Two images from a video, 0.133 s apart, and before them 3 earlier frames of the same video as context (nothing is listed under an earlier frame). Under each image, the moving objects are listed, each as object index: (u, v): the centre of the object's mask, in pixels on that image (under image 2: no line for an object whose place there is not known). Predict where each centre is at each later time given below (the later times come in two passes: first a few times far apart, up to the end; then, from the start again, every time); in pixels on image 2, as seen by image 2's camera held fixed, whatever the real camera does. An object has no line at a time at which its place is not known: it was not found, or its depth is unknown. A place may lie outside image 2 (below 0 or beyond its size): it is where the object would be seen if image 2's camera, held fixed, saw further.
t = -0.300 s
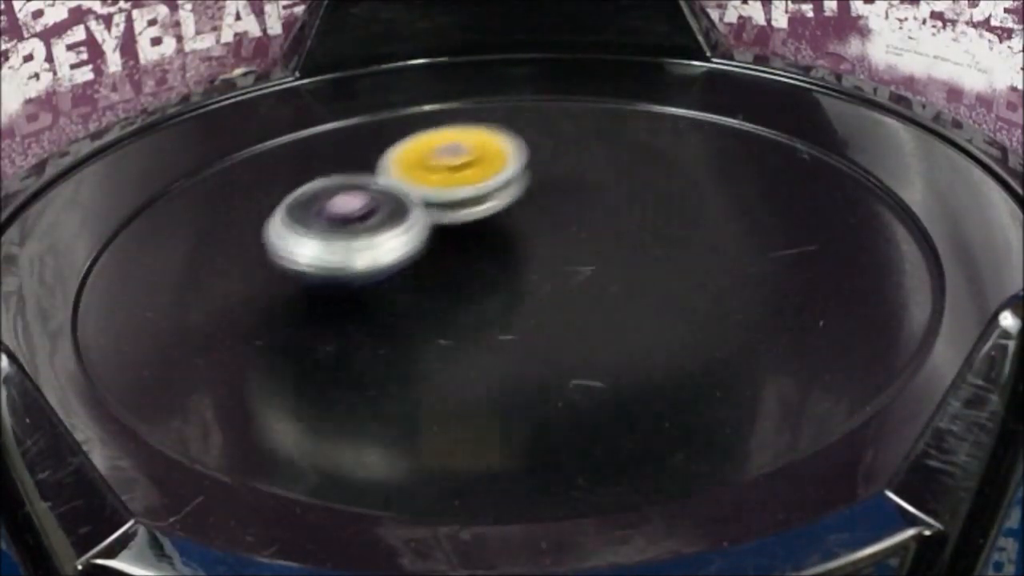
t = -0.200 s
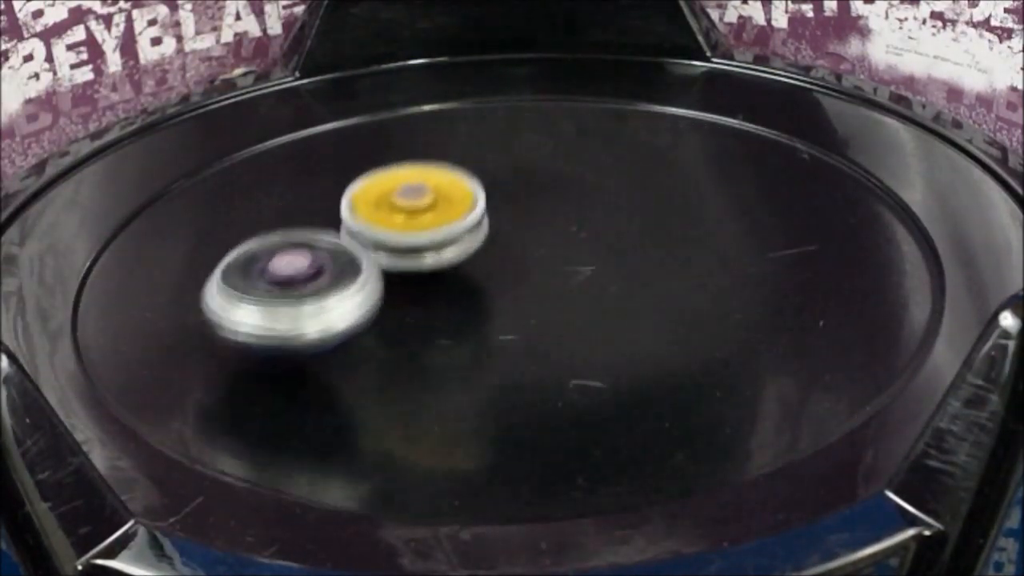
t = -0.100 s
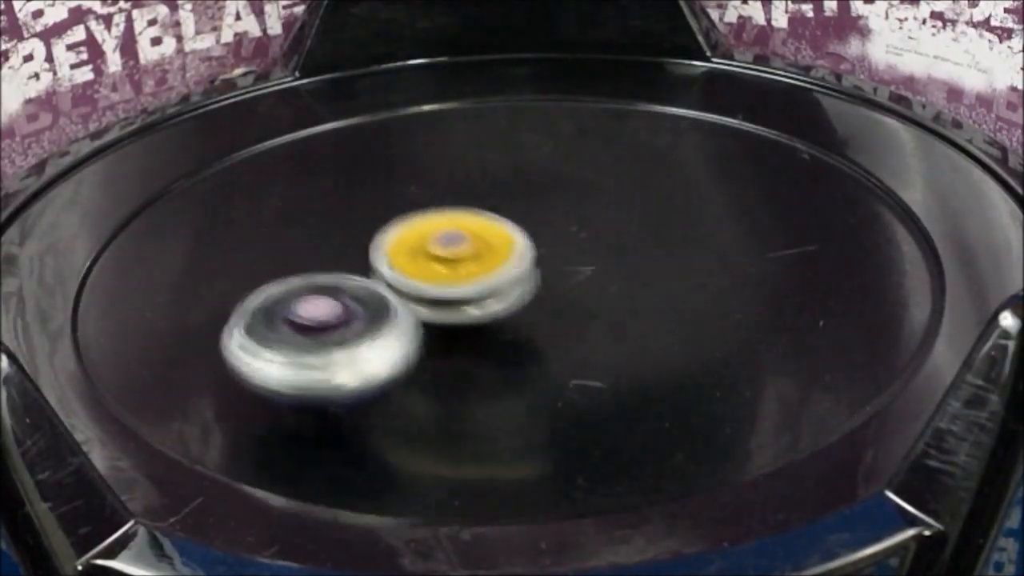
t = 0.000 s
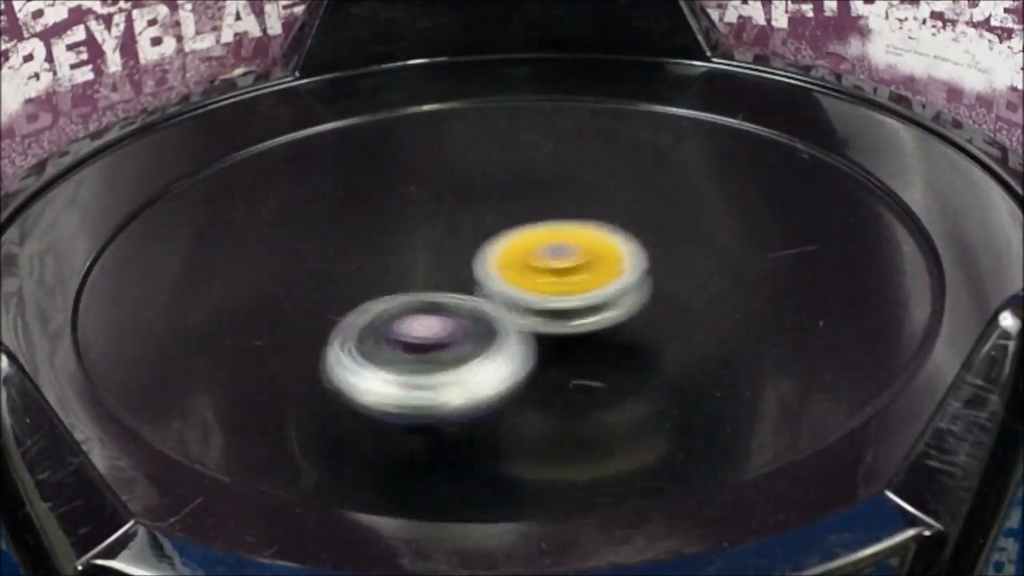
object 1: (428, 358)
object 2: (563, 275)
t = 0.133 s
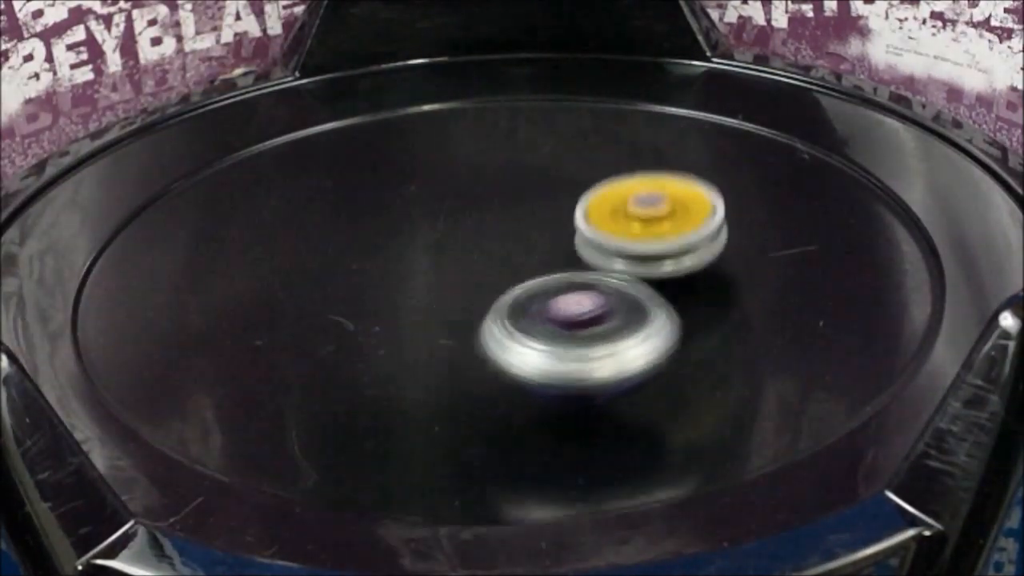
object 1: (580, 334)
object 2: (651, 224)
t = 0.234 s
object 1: (648, 293)
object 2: (622, 182)
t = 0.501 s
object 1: (590, 196)
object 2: (441, 247)
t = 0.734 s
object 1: (402, 202)
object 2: (648, 292)
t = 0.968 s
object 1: (352, 290)
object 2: (636, 197)
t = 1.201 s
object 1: (561, 317)
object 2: (434, 262)
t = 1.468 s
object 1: (892, 218)
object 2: (322, 362)
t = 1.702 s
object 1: (716, 174)
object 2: (612, 352)
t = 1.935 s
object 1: (457, 165)
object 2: (514, 251)
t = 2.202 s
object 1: (300, 210)
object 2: (370, 319)
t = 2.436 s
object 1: (312, 267)
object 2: (669, 344)
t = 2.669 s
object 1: (389, 228)
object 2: (743, 189)
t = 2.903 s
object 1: (521, 242)
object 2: (447, 171)
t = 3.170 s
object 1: (487, 204)
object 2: (397, 334)
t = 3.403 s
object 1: (384, 217)
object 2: (665, 309)
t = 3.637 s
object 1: (479, 278)
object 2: (588, 211)
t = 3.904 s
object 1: (635, 236)
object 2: (351, 250)
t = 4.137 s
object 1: (559, 177)
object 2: (448, 335)
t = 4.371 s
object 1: (419, 227)
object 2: (601, 267)
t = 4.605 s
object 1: (490, 305)
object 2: (468, 207)
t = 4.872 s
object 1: (668, 266)
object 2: (373, 282)
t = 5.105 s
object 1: (576, 202)
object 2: (530, 295)
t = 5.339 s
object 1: (445, 153)
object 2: (591, 290)
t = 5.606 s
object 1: (351, 246)
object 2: (519, 261)
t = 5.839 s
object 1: (267, 299)
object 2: (553, 247)
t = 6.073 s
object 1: (421, 352)
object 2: (550, 226)
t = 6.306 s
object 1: (472, 404)
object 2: (453, 137)
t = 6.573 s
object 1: (594, 305)
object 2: (355, 223)
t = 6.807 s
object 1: (785, 231)
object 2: (304, 255)
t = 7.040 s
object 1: (705, 207)
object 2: (433, 310)
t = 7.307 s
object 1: (489, 176)
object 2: (545, 262)
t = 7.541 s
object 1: (357, 188)
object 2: (556, 251)
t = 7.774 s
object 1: (397, 255)
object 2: (565, 246)
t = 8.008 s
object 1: (172, 269)
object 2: (764, 142)
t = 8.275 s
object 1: (407, 308)
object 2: (630, 115)
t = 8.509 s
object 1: (549, 274)
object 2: (475, 202)
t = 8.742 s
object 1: (664, 303)
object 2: (377, 269)
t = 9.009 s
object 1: (624, 246)
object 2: (494, 332)
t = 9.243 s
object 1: (536, 195)
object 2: (601, 327)
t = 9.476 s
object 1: (448, 234)
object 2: (605, 286)
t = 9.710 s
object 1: (202, 169)
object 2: (798, 247)
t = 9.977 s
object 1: (258, 238)
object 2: (668, 197)
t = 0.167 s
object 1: (606, 322)
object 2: (650, 208)
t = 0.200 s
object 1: (631, 306)
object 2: (640, 194)
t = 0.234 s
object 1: (648, 293)
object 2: (622, 182)
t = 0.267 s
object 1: (660, 278)
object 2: (597, 175)
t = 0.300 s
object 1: (665, 264)
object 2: (569, 171)
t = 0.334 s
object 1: (665, 249)
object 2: (537, 174)
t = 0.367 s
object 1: (659, 236)
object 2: (505, 181)
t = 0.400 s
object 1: (648, 224)
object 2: (477, 193)
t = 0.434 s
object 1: (632, 212)
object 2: (456, 210)
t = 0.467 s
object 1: (613, 203)
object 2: (444, 228)
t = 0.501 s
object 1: (590, 196)
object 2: (441, 247)
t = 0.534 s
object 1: (566, 189)
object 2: (447, 267)
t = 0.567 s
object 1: (538, 185)
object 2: (466, 284)
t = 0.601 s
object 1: (510, 185)
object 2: (496, 297)
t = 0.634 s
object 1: (481, 186)
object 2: (534, 305)
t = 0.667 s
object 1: (454, 189)
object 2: (575, 306)
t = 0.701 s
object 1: (427, 195)
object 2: (613, 301)
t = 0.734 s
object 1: (402, 202)
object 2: (648, 292)
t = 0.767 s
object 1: (380, 212)
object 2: (675, 278)
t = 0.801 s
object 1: (363, 222)
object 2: (694, 262)
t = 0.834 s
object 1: (348, 236)
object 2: (702, 245)
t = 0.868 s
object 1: (340, 249)
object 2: (699, 229)
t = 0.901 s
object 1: (337, 264)
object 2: (686, 215)
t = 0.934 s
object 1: (341, 278)
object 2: (664, 204)
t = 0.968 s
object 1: (352, 290)
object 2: (636, 197)
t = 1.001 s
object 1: (371, 303)
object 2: (604, 195)
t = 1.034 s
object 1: (396, 313)
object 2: (569, 197)
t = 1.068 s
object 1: (425, 321)
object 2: (535, 203)
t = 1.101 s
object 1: (459, 326)
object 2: (503, 214)
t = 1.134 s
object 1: (492, 328)
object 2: (475, 226)
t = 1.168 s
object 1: (529, 324)
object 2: (450, 242)
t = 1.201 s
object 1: (561, 317)
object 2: (434, 262)
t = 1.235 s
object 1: (591, 309)
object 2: (434, 283)
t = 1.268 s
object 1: (640, 298)
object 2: (414, 293)
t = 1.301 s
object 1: (717, 287)
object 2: (359, 291)
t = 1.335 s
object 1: (784, 273)
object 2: (321, 295)
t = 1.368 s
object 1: (833, 258)
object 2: (300, 306)
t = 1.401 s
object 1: (868, 244)
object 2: (294, 324)
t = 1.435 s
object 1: (887, 229)
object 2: (302, 344)
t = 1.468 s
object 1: (892, 218)
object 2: (322, 362)
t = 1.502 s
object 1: (887, 207)
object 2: (355, 377)
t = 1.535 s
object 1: (872, 197)
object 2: (396, 388)
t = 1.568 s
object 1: (850, 189)
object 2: (444, 393)
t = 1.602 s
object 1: (821, 183)
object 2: (495, 391)
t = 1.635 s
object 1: (789, 180)
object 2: (542, 383)
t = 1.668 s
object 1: (754, 176)
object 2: (583, 369)
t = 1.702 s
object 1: (716, 174)
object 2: (612, 352)
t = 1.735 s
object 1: (677, 173)
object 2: (628, 332)
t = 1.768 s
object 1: (639, 173)
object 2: (632, 312)
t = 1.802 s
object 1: (600, 174)
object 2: (622, 292)
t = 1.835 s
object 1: (563, 175)
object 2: (603, 275)
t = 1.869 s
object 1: (528, 176)
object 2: (577, 261)
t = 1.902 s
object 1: (492, 170)
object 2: (548, 257)
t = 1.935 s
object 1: (457, 165)
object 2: (514, 251)
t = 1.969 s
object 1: (426, 163)
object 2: (479, 249)
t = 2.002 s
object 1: (398, 162)
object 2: (446, 253)
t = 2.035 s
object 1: (370, 161)
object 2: (416, 262)
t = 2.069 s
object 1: (349, 165)
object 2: (392, 271)
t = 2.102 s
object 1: (331, 171)
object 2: (375, 283)
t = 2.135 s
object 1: (316, 183)
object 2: (365, 295)
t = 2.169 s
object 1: (306, 195)
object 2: (364, 307)
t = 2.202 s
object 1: (300, 210)
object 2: (370, 319)
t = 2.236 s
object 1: (299, 227)
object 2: (385, 330)
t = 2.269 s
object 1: (302, 242)
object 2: (407, 338)
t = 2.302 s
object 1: (310, 257)
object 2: (433, 343)
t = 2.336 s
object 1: (323, 272)
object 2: (462, 345)
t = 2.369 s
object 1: (339, 285)
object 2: (498, 343)
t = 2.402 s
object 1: (328, 276)
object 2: (586, 349)
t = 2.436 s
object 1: (312, 267)
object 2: (669, 344)
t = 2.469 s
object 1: (304, 255)
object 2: (727, 326)
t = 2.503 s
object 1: (305, 246)
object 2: (762, 303)
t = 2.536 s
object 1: (313, 237)
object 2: (782, 278)
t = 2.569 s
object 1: (326, 231)
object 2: (790, 253)
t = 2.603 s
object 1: (344, 228)
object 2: (784, 229)
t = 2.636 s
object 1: (364, 228)
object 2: (768, 207)
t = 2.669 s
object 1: (389, 228)
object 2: (743, 189)
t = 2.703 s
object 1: (413, 229)
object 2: (711, 174)
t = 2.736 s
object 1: (437, 233)
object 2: (673, 163)
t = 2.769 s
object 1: (460, 237)
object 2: (631, 156)
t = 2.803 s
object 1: (481, 239)
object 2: (586, 153)
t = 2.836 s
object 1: (499, 242)
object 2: (541, 154)
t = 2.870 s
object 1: (512, 243)
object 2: (494, 160)
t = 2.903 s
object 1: (521, 242)
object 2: (447, 171)
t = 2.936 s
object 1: (527, 240)
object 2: (407, 188)
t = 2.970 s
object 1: (529, 237)
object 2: (378, 208)
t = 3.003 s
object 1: (528, 233)
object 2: (355, 229)
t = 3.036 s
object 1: (525, 228)
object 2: (340, 252)
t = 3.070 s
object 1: (519, 222)
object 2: (337, 275)
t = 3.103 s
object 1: (510, 215)
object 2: (345, 297)
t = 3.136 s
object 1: (499, 209)
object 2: (366, 317)
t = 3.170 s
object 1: (487, 204)
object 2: (397, 334)
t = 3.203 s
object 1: (473, 200)
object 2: (436, 345)
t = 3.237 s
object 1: (456, 197)
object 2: (481, 352)
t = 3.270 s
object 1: (440, 196)
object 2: (527, 352)
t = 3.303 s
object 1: (423, 197)
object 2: (571, 348)
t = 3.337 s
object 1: (407, 202)
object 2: (610, 338)
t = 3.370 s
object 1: (393, 209)
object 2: (642, 324)
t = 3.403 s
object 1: (384, 217)
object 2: (665, 309)
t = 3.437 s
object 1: (380, 228)
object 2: (678, 292)
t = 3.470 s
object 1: (382, 240)
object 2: (682, 275)
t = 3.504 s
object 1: (391, 251)
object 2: (677, 259)
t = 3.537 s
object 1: (407, 260)
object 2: (664, 243)
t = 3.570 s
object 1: (427, 269)
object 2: (643, 230)
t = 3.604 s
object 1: (451, 274)
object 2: (616, 220)
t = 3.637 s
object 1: (479, 278)
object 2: (588, 211)
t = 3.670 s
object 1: (506, 278)
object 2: (556, 201)
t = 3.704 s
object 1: (531, 280)
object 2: (513, 198)
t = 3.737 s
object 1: (555, 277)
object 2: (477, 202)
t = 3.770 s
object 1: (578, 273)
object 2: (449, 209)
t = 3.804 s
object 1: (599, 266)
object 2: (419, 215)
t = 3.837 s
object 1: (616, 257)
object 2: (392, 225)
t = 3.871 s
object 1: (628, 247)
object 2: (369, 236)
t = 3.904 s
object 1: (635, 236)
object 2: (351, 250)
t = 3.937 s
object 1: (639, 225)
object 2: (342, 265)
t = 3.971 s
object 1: (637, 214)
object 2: (340, 281)
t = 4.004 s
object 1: (629, 203)
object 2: (346, 296)
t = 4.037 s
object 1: (617, 195)
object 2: (362, 310)
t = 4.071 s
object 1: (601, 187)
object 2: (384, 322)
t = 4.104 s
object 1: (581, 181)
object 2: (414, 331)
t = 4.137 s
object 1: (559, 177)
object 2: (448, 335)
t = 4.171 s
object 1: (534, 176)
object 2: (484, 336)
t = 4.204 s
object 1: (508, 179)
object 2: (518, 332)
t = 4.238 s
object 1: (483, 184)
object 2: (549, 323)
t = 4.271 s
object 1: (462, 192)
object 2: (574, 312)
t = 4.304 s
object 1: (444, 202)
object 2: (591, 298)
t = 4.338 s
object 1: (429, 214)
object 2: (600, 282)
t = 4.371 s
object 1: (419, 227)
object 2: (601, 267)
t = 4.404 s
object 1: (415, 240)
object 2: (594, 252)
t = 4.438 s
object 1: (415, 253)
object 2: (581, 239)
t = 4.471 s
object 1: (421, 266)
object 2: (567, 227)
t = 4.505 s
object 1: (431, 278)
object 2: (548, 218)
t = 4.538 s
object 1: (446, 289)
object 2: (525, 210)
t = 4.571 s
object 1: (466, 298)
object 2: (496, 206)
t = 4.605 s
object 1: (490, 305)
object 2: (468, 207)
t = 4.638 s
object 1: (515, 309)
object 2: (443, 211)
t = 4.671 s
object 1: (544, 310)
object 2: (418, 216)
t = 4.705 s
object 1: (572, 309)
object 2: (395, 223)
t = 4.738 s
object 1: (600, 305)
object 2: (377, 232)
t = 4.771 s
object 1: (625, 298)
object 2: (365, 244)
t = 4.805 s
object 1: (645, 289)
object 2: (360, 257)
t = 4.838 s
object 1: (660, 278)
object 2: (363, 271)
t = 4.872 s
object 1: (668, 266)
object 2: (373, 282)
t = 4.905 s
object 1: (672, 254)
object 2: (390, 292)
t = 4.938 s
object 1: (667, 241)
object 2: (410, 300)
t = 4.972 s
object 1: (657, 231)
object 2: (433, 305)
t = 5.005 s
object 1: (642, 222)
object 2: (459, 308)
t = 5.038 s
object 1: (622, 214)
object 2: (485, 306)
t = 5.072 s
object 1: (599, 207)
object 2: (509, 302)
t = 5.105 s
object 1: (576, 202)
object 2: (530, 295)
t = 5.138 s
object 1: (556, 188)
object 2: (535, 304)
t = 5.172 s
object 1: (541, 171)
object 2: (542, 309)
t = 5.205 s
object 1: (524, 158)
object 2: (554, 307)
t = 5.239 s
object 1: (505, 149)
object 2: (567, 304)
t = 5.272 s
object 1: (485, 146)
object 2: (576, 300)
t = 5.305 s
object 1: (465, 148)
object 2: (584, 295)
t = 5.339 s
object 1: (445, 153)
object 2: (591, 290)
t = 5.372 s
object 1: (426, 160)
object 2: (595, 284)
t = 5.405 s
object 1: (407, 171)
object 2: (595, 277)
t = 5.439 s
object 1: (391, 183)
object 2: (591, 270)
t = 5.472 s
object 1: (377, 195)
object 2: (582, 265)
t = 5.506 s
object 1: (366, 208)
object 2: (568, 260)
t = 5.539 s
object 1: (358, 220)
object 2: (551, 258)
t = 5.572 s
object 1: (353, 234)
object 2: (534, 258)
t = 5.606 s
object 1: (351, 246)
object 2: (519, 261)
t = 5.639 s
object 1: (313, 252)
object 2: (538, 264)
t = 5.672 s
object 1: (277, 259)
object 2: (548, 264)
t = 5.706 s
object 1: (254, 264)
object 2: (556, 262)
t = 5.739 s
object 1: (243, 272)
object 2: (560, 258)
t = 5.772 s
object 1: (242, 280)
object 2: (561, 254)
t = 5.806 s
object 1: (250, 290)
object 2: (559, 250)
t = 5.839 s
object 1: (267, 299)
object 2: (553, 247)
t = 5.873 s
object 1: (291, 308)
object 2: (545, 246)
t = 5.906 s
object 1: (319, 314)
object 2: (535, 247)
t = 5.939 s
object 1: (351, 320)
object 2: (525, 250)
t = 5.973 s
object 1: (384, 324)
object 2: (519, 253)
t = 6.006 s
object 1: (417, 325)
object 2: (518, 254)
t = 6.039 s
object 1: (441, 328)
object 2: (523, 251)
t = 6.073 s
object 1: (421, 352)
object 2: (550, 226)
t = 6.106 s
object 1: (404, 373)
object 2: (571, 196)
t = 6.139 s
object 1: (394, 392)
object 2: (575, 176)
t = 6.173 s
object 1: (394, 404)
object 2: (562, 162)
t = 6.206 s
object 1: (403, 409)
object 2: (539, 151)
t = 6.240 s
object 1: (422, 411)
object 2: (511, 143)
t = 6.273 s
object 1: (445, 409)
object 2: (481, 138)
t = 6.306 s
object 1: (472, 404)
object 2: (453, 137)
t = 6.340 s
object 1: (499, 396)
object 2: (428, 138)
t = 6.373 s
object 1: (525, 386)
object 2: (405, 143)
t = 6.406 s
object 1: (548, 376)
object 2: (386, 150)
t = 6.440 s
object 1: (567, 362)
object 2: (370, 161)
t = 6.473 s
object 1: (582, 349)
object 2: (357, 173)
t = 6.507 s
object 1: (591, 335)
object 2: (350, 189)
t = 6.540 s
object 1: (595, 319)
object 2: (348, 206)
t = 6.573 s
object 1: (594, 305)
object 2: (355, 223)
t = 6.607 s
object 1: (588, 290)
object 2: (370, 239)
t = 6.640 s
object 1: (579, 277)
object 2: (393, 253)
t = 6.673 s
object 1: (596, 264)
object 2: (394, 255)
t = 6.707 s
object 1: (659, 258)
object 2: (351, 244)
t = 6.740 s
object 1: (713, 250)
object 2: (323, 240)
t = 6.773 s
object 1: (755, 240)
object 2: (310, 244)
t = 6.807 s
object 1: (785, 231)
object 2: (304, 255)
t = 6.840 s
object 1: (802, 223)
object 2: (306, 267)
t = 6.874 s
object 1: (808, 217)
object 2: (314, 280)
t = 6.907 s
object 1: (803, 213)
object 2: (329, 291)
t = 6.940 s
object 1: (789, 210)
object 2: (350, 300)
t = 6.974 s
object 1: (766, 208)
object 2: (375, 306)
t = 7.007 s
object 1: (738, 207)
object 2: (403, 310)
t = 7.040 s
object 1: (705, 207)
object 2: (433, 310)
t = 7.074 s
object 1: (670, 207)
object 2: (463, 308)
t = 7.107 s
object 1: (634, 207)
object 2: (490, 301)
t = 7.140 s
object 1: (600, 203)
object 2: (514, 292)
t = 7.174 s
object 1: (572, 194)
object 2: (523, 288)
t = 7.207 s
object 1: (550, 185)
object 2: (530, 283)
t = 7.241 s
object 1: (529, 179)
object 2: (538, 276)
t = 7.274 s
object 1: (509, 177)
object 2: (543, 268)
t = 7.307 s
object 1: (489, 176)
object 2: (545, 262)
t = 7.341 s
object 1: (469, 175)
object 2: (545, 259)
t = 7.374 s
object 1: (451, 175)
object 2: (543, 254)
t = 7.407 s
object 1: (434, 179)
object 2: (540, 250)
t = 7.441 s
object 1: (417, 185)
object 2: (539, 249)
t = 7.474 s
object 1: (390, 183)
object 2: (548, 252)
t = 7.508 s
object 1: (370, 183)
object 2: (552, 252)
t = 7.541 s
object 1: (357, 188)
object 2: (556, 251)
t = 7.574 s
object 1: (349, 196)
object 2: (559, 250)
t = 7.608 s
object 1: (345, 207)
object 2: (562, 249)
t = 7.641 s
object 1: (345, 218)
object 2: (564, 248)
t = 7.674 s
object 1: (352, 230)
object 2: (565, 247)
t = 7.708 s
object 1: (363, 241)
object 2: (565, 246)
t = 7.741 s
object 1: (379, 249)
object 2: (565, 246)
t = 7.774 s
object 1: (397, 255)
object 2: (565, 246)
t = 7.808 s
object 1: (361, 259)
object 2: (621, 237)
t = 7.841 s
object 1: (298, 259)
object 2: (692, 223)
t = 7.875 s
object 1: (246, 259)
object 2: (736, 206)
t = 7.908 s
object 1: (208, 260)
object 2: (756, 189)
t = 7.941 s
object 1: (183, 261)
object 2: (765, 172)
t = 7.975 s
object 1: (172, 264)
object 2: (766, 156)
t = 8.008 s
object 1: (172, 269)
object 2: (764, 142)
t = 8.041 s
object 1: (182, 274)
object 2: (758, 130)
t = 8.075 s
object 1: (201, 281)
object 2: (748, 121)
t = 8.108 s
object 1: (228, 288)
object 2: (735, 113)
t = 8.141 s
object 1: (258, 295)
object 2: (718, 108)
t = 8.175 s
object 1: (293, 301)
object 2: (699, 105)
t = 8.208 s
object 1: (332, 306)
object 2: (678, 106)
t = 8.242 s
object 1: (370, 309)
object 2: (655, 109)
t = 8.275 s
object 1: (407, 308)
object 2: (630, 115)
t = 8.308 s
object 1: (442, 304)
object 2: (603, 125)
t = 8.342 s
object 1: (471, 299)
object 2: (577, 137)
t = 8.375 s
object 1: (494, 291)
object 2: (550, 153)
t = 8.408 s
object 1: (514, 282)
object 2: (525, 170)
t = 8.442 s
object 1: (526, 273)
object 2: (506, 183)
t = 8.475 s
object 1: (537, 270)
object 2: (489, 195)
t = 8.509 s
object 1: (549, 274)
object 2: (475, 202)
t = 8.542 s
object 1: (558, 275)
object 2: (462, 215)
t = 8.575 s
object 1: (574, 278)
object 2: (448, 226)
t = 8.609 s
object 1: (602, 290)
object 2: (428, 226)
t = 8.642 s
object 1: (626, 298)
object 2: (410, 233)
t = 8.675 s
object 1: (644, 303)
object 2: (395, 244)
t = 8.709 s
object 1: (657, 305)
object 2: (384, 256)
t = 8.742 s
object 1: (664, 303)
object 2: (377, 269)
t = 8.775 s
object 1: (668, 299)
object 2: (377, 283)
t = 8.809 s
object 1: (668, 293)
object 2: (383, 296)
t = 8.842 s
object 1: (664, 285)
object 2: (394, 307)
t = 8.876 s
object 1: (660, 277)
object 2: (409, 316)
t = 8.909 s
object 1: (653, 268)
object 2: (428, 324)
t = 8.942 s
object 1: (646, 259)
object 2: (449, 329)
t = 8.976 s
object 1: (637, 252)
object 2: (471, 332)
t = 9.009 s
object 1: (624, 246)
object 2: (494, 332)
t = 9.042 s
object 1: (611, 240)
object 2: (517, 331)
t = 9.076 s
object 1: (596, 235)
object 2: (540, 327)
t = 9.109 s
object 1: (584, 228)
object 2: (551, 331)
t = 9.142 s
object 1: (574, 216)
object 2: (560, 335)
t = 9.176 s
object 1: (563, 206)
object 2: (574, 334)
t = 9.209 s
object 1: (550, 199)
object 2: (589, 331)
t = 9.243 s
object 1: (536, 195)
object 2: (601, 327)
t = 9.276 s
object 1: (521, 195)
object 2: (611, 322)
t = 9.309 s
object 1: (507, 197)
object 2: (618, 317)
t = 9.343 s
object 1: (493, 203)
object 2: (622, 311)
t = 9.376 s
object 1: (480, 209)
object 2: (623, 305)
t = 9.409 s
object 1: (468, 218)
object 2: (620, 298)
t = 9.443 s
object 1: (457, 225)
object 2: (614, 292)
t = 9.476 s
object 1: (448, 234)
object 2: (605, 286)
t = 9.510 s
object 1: (442, 242)
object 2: (594, 281)
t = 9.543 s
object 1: (396, 229)
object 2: (650, 288)
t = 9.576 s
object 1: (336, 214)
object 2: (709, 290)
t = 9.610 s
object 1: (287, 195)
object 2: (749, 285)
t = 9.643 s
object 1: (248, 181)
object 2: (773, 273)
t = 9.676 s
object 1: (221, 172)
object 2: (789, 260)
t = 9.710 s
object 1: (202, 169)
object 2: (798, 247)
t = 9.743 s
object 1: (191, 169)
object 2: (801, 235)
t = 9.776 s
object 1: (186, 173)
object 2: (796, 224)
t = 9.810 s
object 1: (187, 181)
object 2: (786, 214)
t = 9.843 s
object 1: (193, 191)
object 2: (770, 206)
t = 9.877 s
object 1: (203, 202)
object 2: (749, 200)
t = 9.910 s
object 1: (217, 213)
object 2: (724, 197)
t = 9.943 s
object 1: (236, 226)
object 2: (696, 196)
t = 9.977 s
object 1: (258, 238)
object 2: (668, 197)
